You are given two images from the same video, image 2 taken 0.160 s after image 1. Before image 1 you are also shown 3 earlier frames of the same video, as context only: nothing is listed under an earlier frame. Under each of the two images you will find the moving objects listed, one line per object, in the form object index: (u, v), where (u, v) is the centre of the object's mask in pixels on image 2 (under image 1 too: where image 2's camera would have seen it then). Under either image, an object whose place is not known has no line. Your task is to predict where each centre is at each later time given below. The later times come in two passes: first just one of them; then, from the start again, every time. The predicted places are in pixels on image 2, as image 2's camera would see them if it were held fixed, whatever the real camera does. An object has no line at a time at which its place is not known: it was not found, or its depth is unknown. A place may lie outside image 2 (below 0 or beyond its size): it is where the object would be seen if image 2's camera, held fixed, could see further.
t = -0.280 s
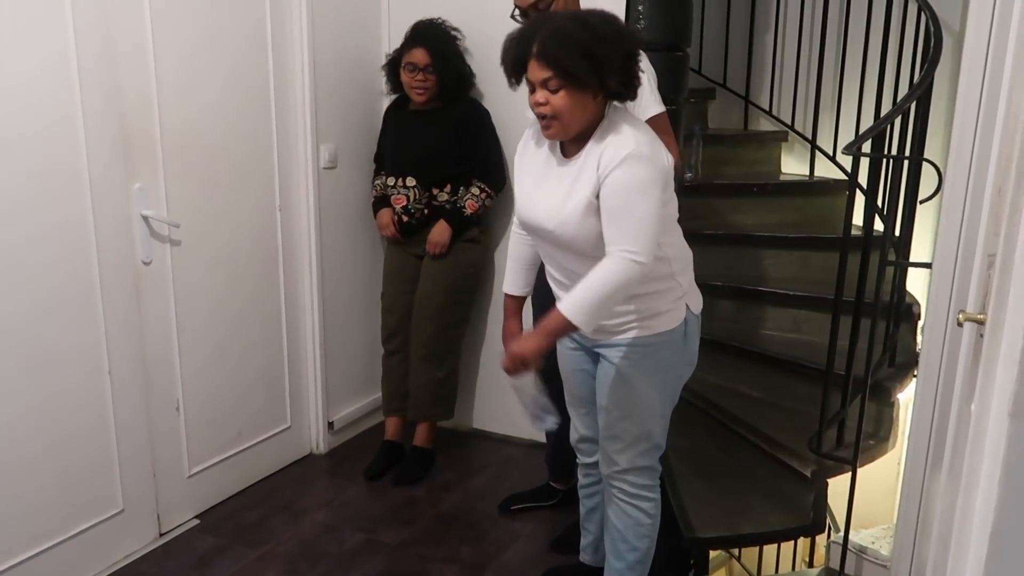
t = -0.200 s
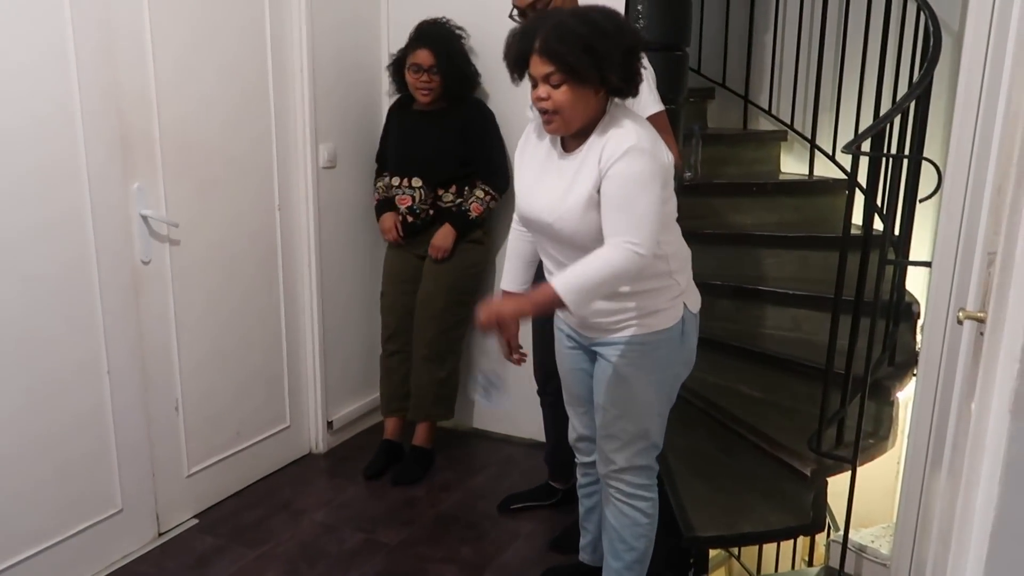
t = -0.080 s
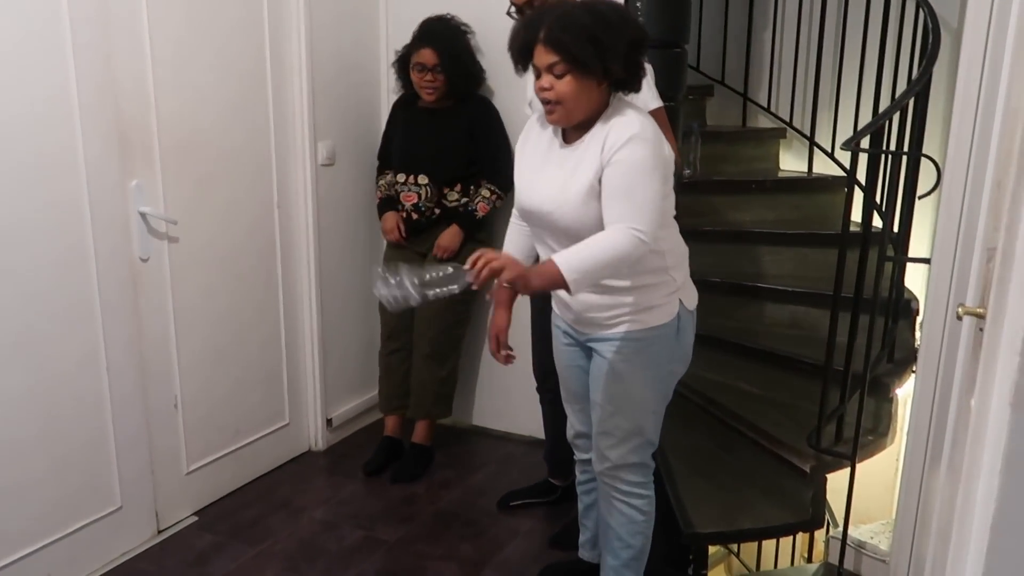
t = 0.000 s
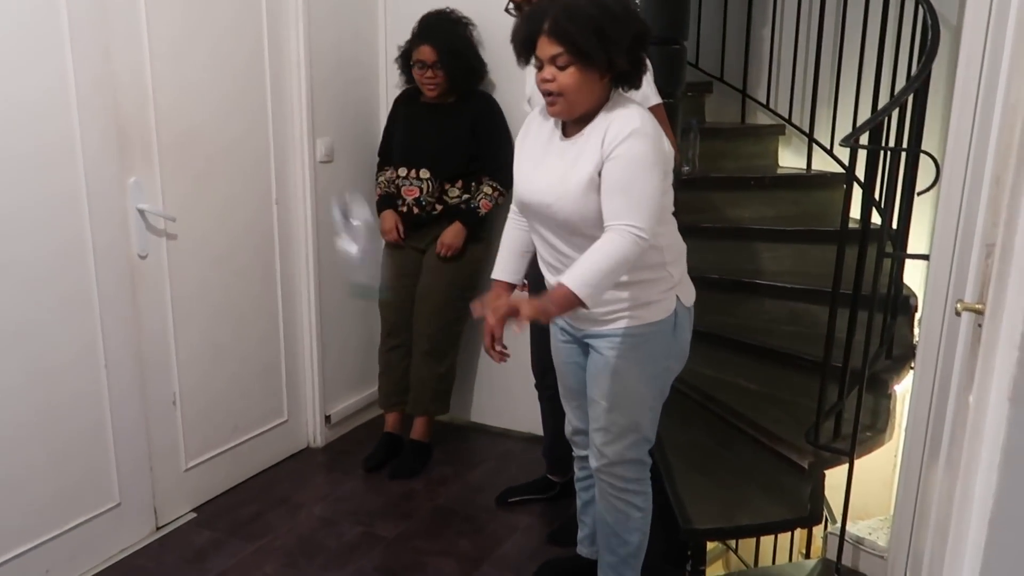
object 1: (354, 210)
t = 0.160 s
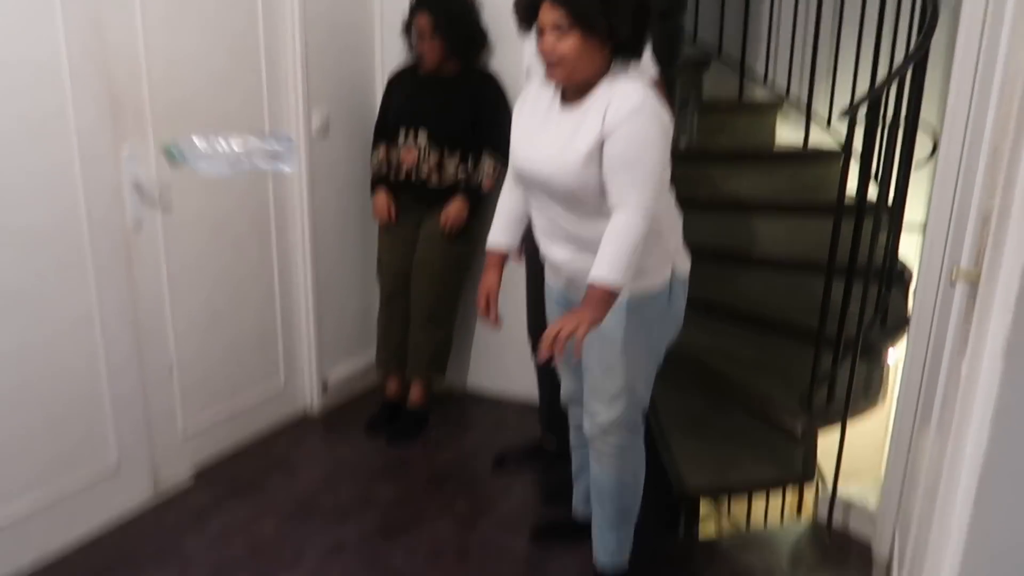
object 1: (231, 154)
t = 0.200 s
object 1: (204, 161)
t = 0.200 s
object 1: (204, 161)
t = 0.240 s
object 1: (178, 175)
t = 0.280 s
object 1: (155, 199)
